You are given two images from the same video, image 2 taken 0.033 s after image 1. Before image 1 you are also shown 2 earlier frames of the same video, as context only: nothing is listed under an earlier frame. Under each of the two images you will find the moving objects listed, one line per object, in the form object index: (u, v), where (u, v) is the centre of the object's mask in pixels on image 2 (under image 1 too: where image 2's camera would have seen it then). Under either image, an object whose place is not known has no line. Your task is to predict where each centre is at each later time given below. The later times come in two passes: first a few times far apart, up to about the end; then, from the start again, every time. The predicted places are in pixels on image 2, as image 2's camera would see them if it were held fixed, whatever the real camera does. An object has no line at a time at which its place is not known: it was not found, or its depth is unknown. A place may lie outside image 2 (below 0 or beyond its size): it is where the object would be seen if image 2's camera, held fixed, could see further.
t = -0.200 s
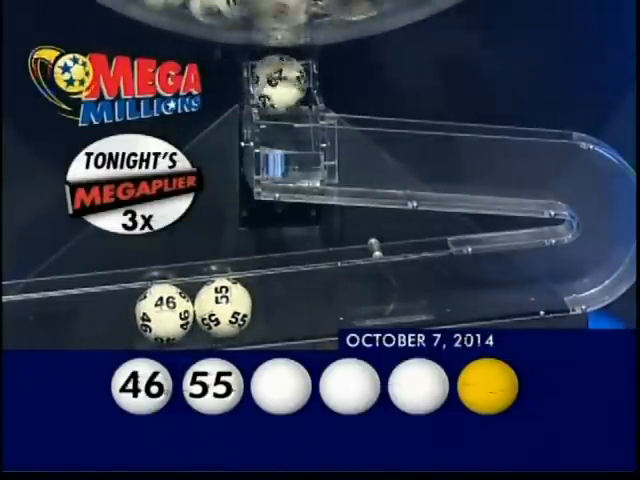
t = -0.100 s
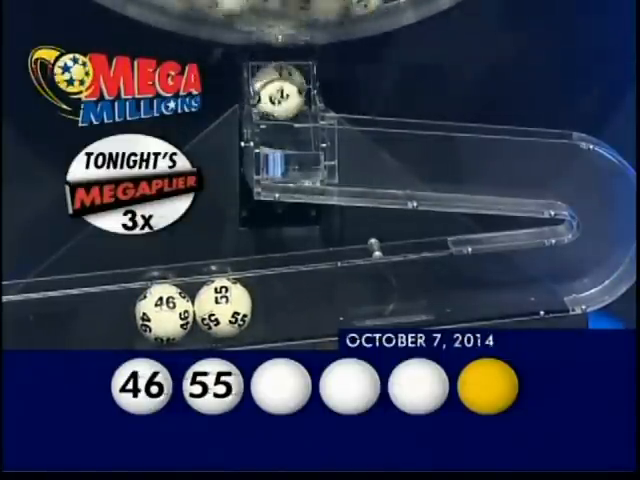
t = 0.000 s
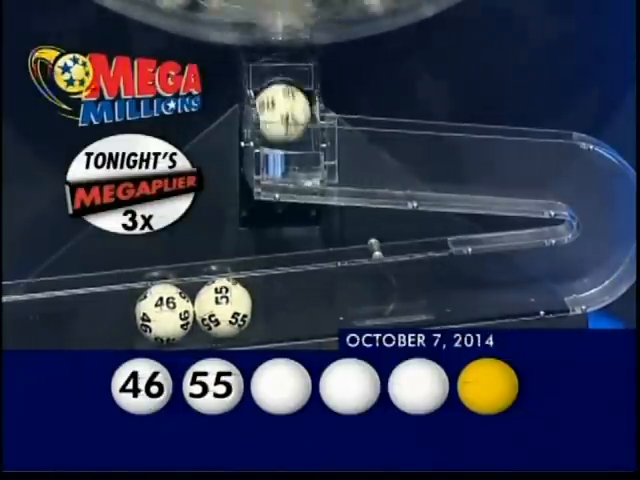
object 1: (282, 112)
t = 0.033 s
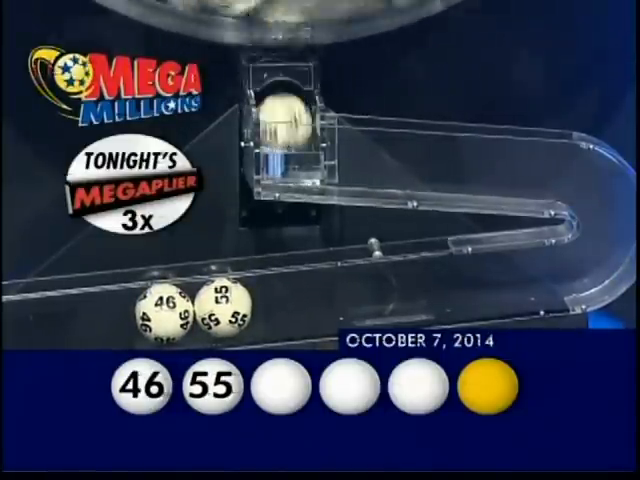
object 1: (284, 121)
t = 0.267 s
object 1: (352, 160)
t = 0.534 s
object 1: (520, 172)
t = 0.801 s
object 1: (503, 277)
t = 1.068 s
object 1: (294, 299)
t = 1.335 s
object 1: (336, 294)
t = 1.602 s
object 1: (326, 295)
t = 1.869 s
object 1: (282, 301)
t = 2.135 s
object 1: (281, 301)
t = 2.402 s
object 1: (281, 301)
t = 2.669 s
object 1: (281, 301)
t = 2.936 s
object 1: (281, 301)
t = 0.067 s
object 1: (287, 131)
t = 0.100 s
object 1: (289, 138)
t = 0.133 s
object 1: (293, 145)
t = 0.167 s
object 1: (298, 152)
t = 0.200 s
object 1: (314, 157)
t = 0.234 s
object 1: (333, 160)
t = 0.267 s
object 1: (352, 160)
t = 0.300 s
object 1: (370, 163)
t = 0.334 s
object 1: (389, 163)
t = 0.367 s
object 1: (410, 164)
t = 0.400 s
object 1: (430, 165)
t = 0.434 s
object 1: (452, 166)
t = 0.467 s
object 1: (474, 167)
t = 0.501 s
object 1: (495, 169)
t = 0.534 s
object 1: (520, 172)
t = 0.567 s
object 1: (543, 174)
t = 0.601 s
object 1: (568, 176)
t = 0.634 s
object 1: (593, 187)
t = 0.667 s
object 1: (608, 209)
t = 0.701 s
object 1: (604, 245)
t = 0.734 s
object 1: (574, 268)
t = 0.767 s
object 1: (538, 273)
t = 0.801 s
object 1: (503, 277)
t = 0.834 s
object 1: (469, 280)
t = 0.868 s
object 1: (433, 283)
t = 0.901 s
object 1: (398, 286)
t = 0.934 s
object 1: (362, 291)
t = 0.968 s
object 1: (325, 296)
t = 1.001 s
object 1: (287, 299)
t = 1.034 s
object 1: (281, 300)
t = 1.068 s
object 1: (294, 299)
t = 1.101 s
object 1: (304, 298)
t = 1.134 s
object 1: (311, 297)
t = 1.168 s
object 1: (317, 297)
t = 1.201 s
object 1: (323, 296)
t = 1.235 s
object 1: (327, 296)
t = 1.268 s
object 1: (331, 295)
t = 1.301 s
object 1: (334, 295)
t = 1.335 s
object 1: (336, 294)
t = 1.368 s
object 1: (337, 294)
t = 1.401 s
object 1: (338, 294)
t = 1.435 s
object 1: (338, 294)
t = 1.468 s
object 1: (337, 295)
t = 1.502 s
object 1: (335, 295)
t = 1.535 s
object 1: (333, 295)
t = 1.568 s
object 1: (330, 295)
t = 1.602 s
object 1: (326, 295)
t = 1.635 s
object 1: (321, 296)
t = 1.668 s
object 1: (315, 296)
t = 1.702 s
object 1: (309, 297)
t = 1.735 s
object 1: (302, 298)
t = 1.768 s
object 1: (294, 299)
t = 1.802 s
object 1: (286, 300)
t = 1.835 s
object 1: (281, 301)
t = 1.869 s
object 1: (282, 301)
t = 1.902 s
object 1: (284, 300)
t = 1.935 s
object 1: (284, 300)
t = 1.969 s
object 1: (285, 300)
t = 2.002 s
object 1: (284, 300)
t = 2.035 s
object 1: (283, 300)
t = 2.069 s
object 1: (281, 300)
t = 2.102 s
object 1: (281, 301)
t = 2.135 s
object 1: (281, 301)
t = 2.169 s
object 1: (281, 300)
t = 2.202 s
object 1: (282, 301)
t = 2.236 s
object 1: (281, 300)
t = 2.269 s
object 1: (281, 300)
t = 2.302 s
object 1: (281, 301)
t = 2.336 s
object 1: (281, 300)
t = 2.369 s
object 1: (281, 300)
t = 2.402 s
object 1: (281, 301)
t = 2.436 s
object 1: (281, 301)
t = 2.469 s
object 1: (281, 301)
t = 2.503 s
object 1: (281, 301)
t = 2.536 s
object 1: (281, 301)
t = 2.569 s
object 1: (281, 301)
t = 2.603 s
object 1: (281, 301)
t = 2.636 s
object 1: (281, 301)
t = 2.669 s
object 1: (281, 301)
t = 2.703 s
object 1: (281, 301)
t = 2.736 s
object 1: (281, 301)
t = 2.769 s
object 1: (281, 301)
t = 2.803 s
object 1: (282, 301)
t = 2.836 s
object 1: (281, 301)
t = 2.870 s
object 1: (282, 301)
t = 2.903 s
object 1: (281, 301)
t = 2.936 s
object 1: (281, 301)
